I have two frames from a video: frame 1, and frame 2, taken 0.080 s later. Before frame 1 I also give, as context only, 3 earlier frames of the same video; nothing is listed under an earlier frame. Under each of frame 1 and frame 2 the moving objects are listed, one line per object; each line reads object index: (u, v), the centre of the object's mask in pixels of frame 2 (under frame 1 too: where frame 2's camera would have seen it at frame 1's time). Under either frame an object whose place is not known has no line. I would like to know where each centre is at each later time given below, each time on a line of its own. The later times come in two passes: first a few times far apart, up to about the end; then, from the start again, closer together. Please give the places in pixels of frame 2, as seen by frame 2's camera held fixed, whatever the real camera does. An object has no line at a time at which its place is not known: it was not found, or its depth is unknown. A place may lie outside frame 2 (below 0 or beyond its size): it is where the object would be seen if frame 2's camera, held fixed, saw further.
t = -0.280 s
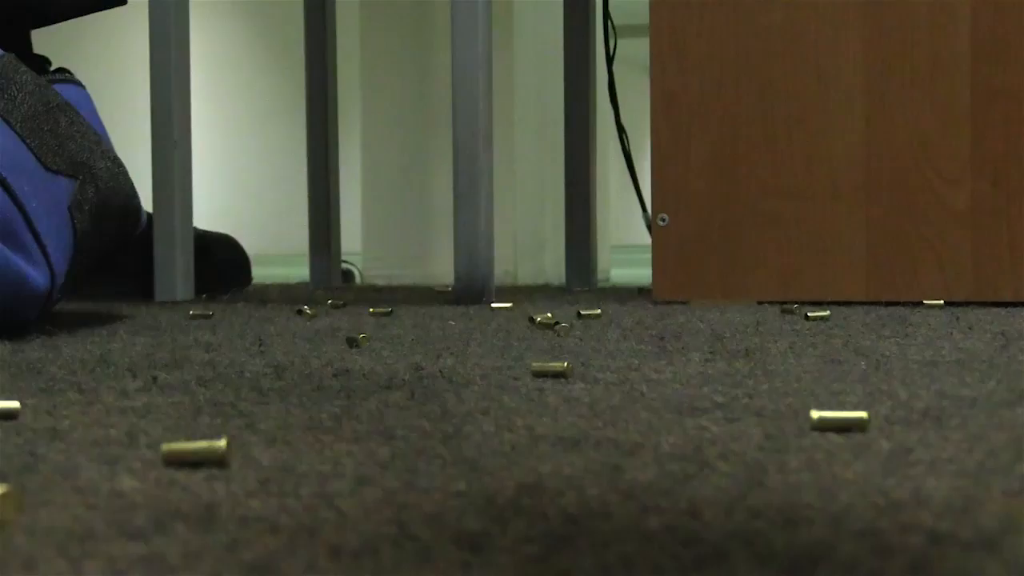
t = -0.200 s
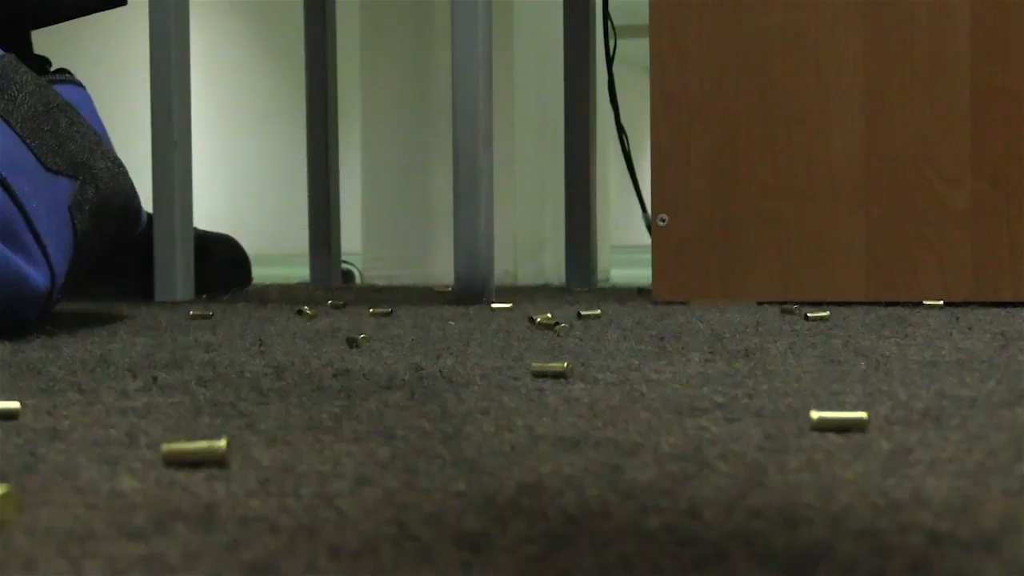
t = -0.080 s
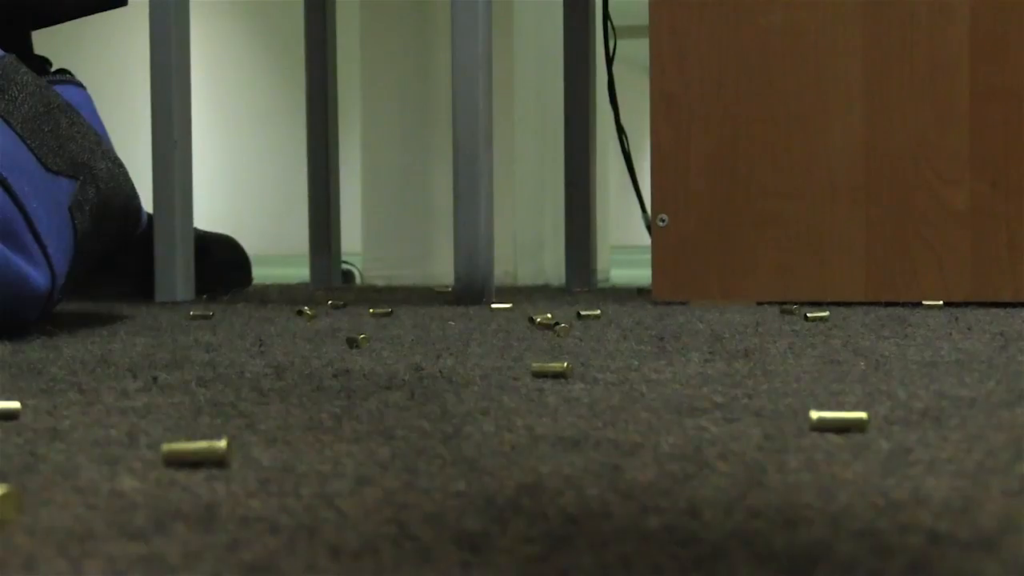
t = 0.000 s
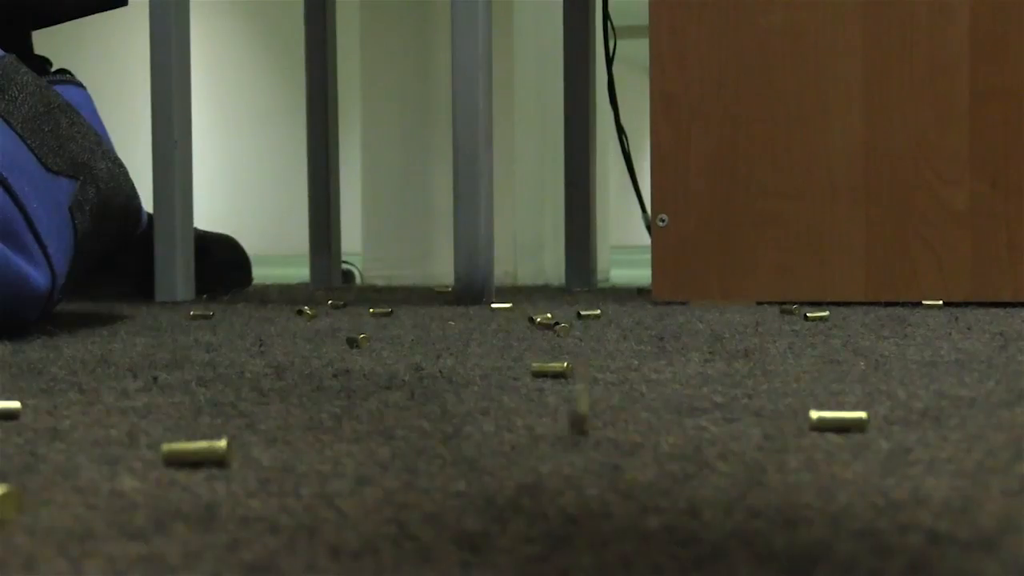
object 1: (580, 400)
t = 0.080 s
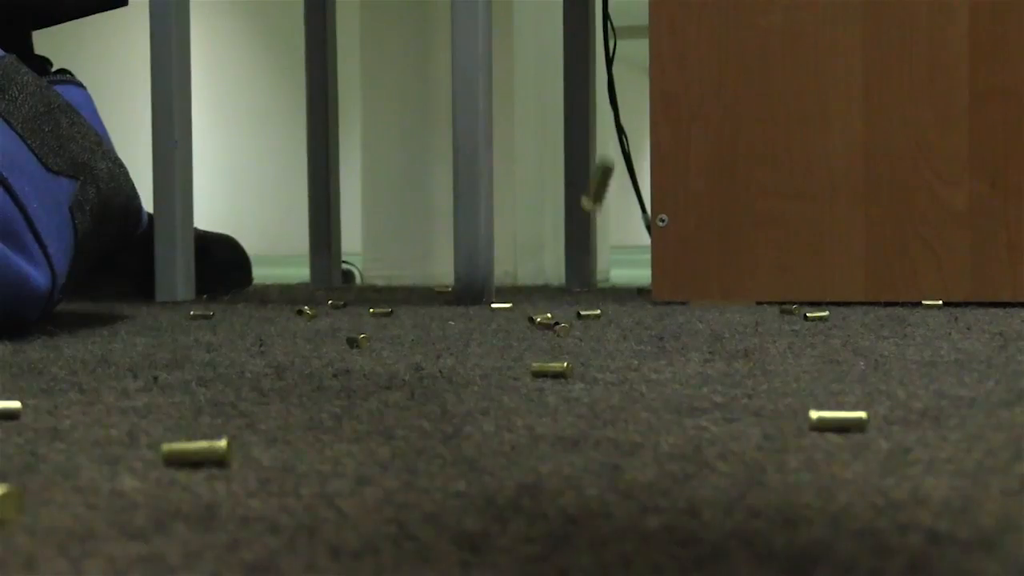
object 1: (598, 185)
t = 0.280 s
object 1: (624, 355)
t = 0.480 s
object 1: (592, 361)
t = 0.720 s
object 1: (613, 361)
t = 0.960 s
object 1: (613, 361)
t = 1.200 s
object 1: (613, 360)
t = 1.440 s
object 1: (613, 361)
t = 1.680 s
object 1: (613, 361)
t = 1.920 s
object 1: (613, 361)
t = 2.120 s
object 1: (613, 361)
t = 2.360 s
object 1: (613, 361)
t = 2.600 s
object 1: (613, 360)
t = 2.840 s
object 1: (613, 361)
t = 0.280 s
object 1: (624, 355)
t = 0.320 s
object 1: (617, 363)
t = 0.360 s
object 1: (609, 355)
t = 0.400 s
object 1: (604, 349)
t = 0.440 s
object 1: (599, 351)
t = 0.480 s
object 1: (592, 361)
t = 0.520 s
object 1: (599, 357)
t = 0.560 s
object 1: (608, 359)
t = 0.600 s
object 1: (614, 360)
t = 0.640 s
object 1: (614, 361)
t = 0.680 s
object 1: (614, 361)
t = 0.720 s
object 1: (613, 361)
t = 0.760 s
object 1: (613, 361)
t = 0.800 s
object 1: (613, 361)
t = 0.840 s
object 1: (613, 361)
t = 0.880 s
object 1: (613, 361)
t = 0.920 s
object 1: (613, 361)
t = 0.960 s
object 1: (613, 361)
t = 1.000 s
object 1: (613, 361)
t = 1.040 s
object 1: (613, 361)
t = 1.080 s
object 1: (613, 361)
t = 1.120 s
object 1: (613, 361)
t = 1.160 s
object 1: (613, 361)
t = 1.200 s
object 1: (613, 360)
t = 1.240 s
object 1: (613, 360)
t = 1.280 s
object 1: (613, 361)
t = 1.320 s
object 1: (613, 361)
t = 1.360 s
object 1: (613, 361)
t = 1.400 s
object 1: (613, 361)
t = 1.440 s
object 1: (613, 361)
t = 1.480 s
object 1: (613, 360)
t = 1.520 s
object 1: (613, 361)
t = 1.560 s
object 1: (613, 361)
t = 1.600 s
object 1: (613, 361)
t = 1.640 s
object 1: (613, 361)
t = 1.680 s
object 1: (613, 361)
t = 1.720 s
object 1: (613, 361)
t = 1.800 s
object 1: (613, 361)
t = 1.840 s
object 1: (613, 361)
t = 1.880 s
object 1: (613, 361)
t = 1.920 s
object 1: (613, 361)
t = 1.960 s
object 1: (613, 361)
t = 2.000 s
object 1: (613, 361)
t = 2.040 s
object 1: (613, 361)
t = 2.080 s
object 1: (613, 361)
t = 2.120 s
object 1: (613, 361)
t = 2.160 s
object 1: (613, 361)
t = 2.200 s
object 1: (613, 361)
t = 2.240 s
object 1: (613, 361)
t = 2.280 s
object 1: (613, 361)
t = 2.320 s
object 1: (613, 361)
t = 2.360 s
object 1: (613, 361)
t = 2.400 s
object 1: (613, 361)
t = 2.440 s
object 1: (613, 361)
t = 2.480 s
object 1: (613, 361)
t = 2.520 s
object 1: (613, 361)
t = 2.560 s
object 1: (613, 361)
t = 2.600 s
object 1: (613, 360)
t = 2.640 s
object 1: (613, 361)
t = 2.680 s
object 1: (613, 361)
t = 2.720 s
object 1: (613, 361)
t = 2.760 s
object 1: (613, 361)
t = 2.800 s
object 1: (613, 361)
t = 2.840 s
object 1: (613, 361)
